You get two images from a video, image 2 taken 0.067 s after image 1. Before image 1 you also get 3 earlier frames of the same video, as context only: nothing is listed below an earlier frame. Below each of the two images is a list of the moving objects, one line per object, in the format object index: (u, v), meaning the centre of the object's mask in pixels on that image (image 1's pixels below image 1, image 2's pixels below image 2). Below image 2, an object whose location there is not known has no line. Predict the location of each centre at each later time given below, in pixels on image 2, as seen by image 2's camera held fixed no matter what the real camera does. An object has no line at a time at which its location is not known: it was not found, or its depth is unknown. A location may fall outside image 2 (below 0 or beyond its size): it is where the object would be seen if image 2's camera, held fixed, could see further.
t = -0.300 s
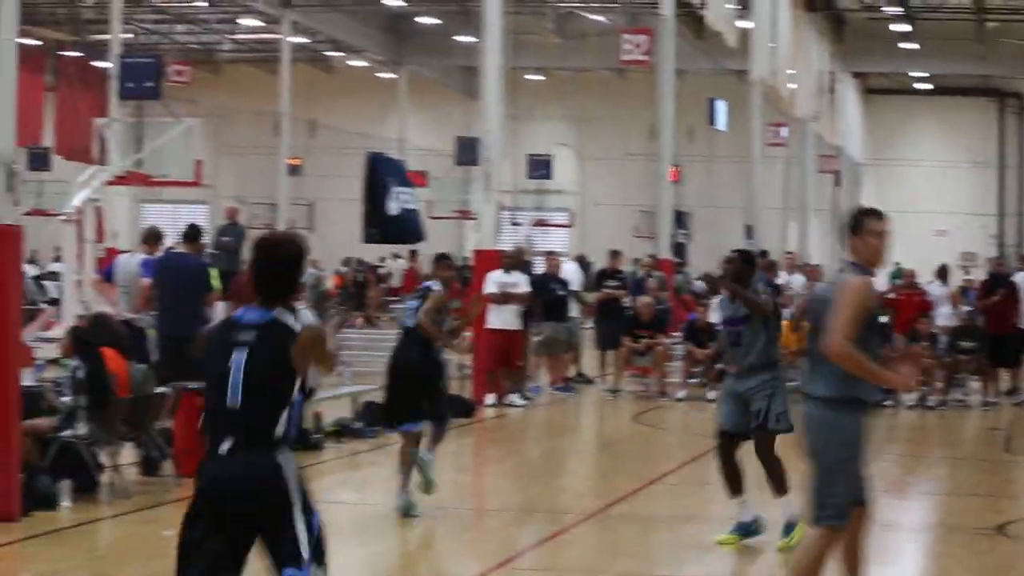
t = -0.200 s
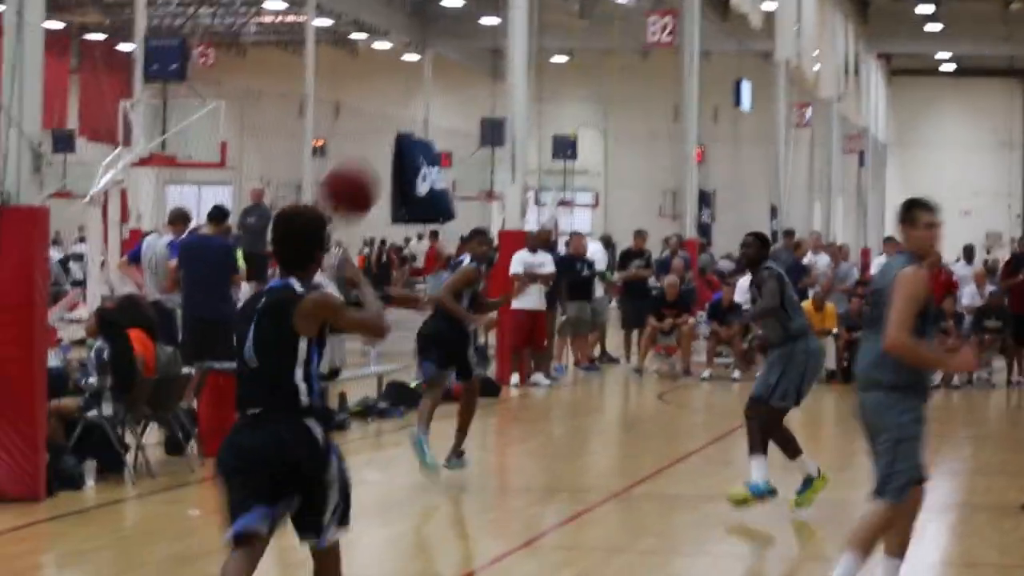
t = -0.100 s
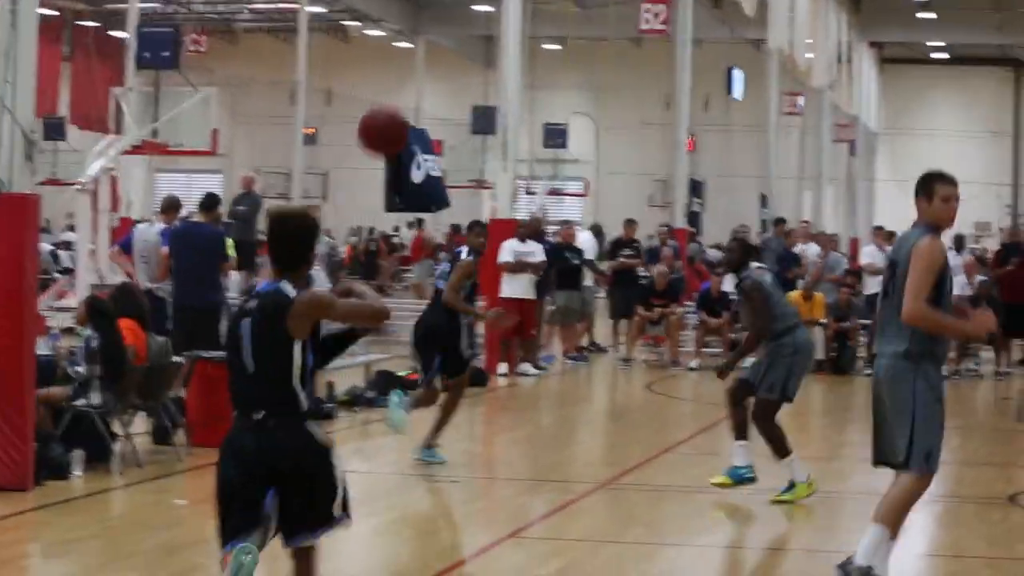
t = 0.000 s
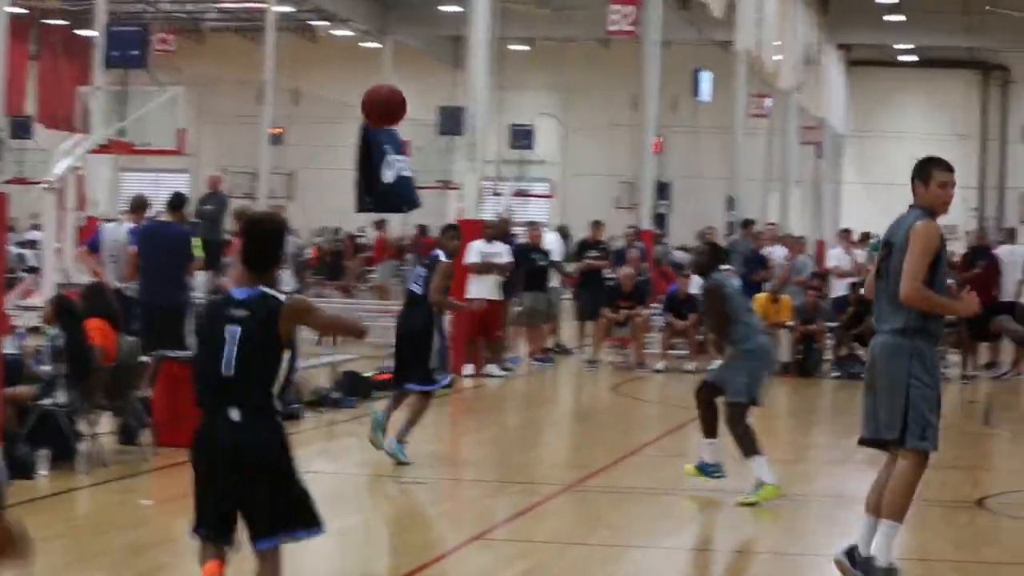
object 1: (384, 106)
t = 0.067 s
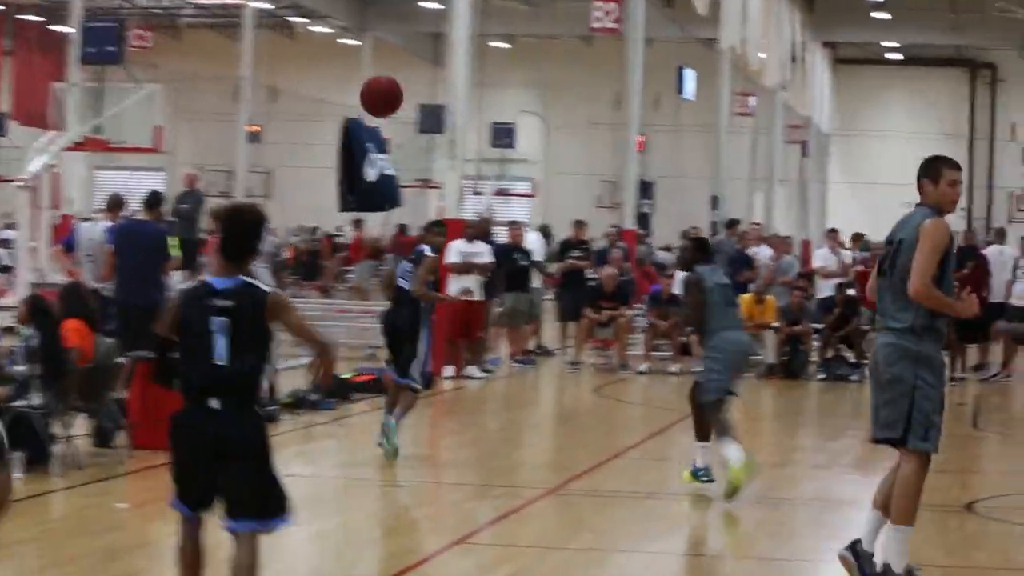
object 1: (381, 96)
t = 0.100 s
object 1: (389, 95)
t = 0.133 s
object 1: (395, 94)
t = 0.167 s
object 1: (402, 96)
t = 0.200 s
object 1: (409, 99)
